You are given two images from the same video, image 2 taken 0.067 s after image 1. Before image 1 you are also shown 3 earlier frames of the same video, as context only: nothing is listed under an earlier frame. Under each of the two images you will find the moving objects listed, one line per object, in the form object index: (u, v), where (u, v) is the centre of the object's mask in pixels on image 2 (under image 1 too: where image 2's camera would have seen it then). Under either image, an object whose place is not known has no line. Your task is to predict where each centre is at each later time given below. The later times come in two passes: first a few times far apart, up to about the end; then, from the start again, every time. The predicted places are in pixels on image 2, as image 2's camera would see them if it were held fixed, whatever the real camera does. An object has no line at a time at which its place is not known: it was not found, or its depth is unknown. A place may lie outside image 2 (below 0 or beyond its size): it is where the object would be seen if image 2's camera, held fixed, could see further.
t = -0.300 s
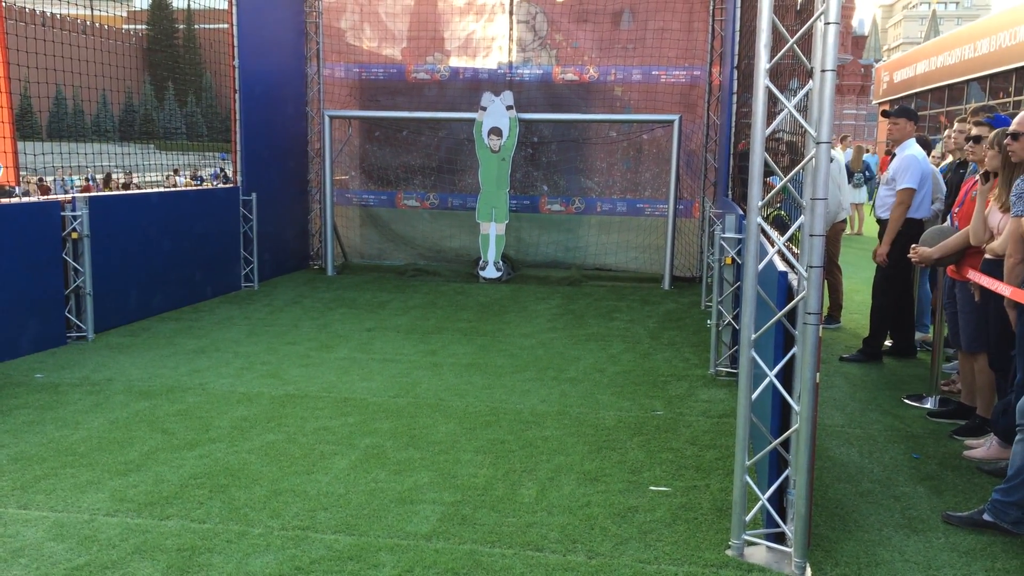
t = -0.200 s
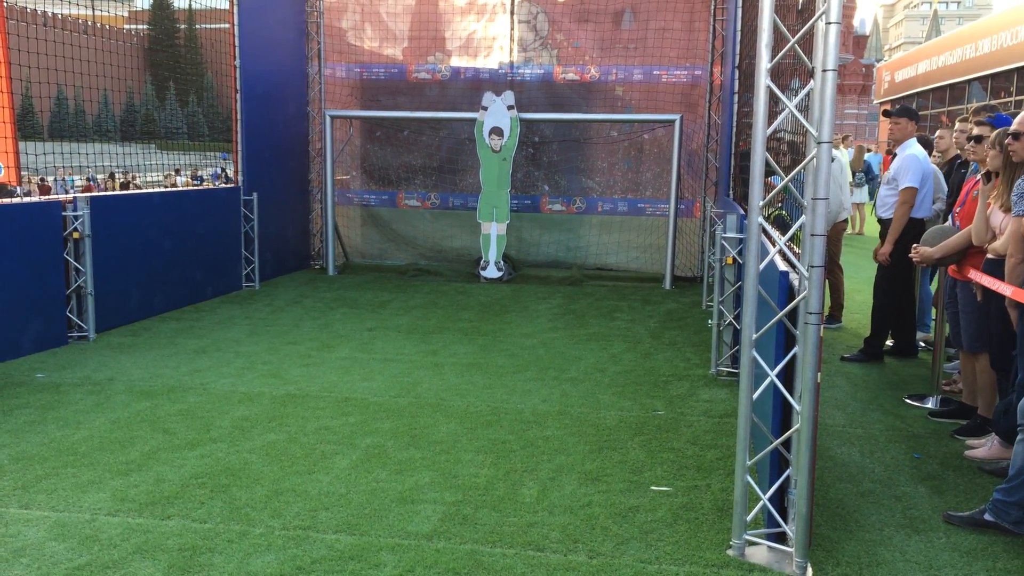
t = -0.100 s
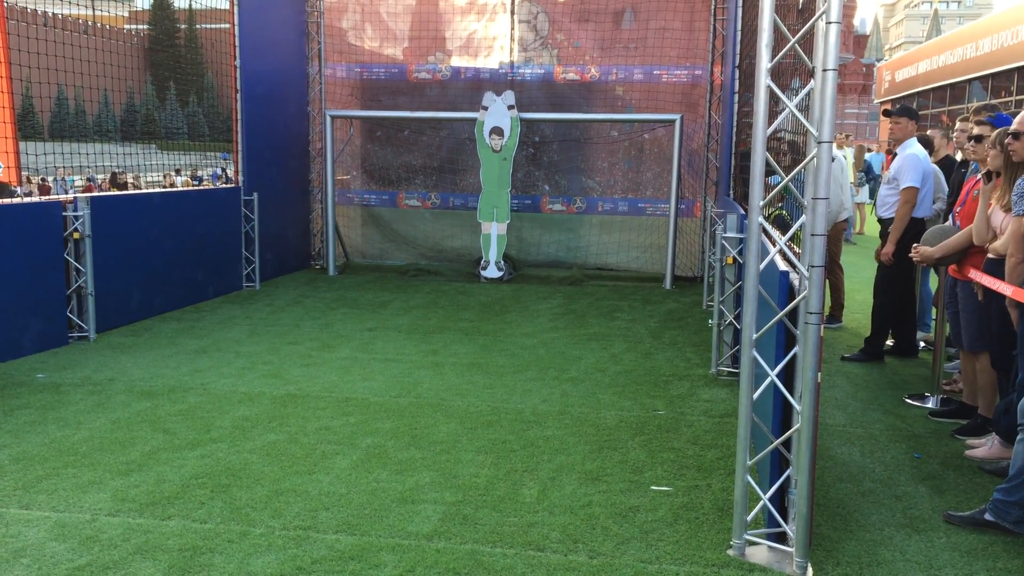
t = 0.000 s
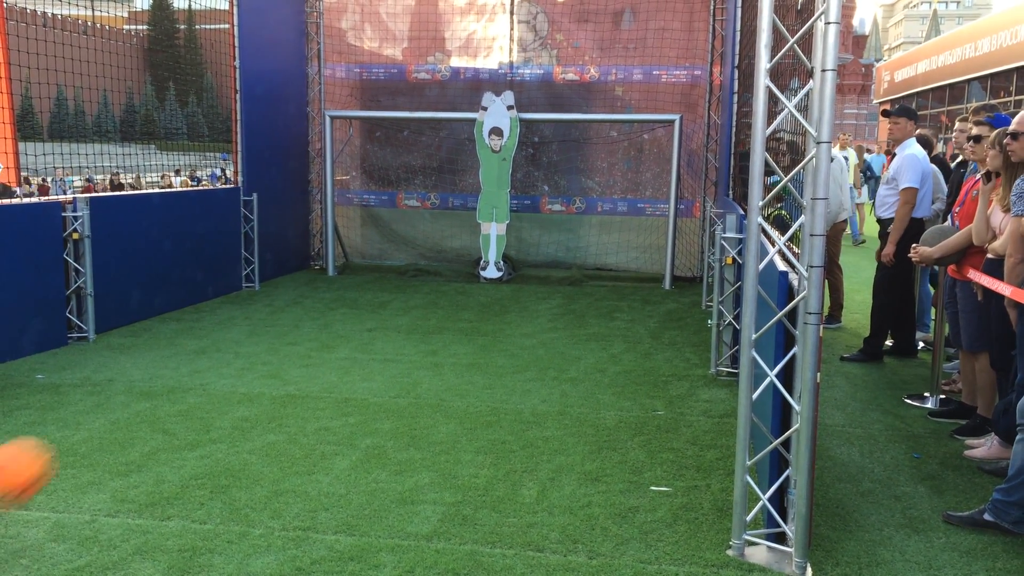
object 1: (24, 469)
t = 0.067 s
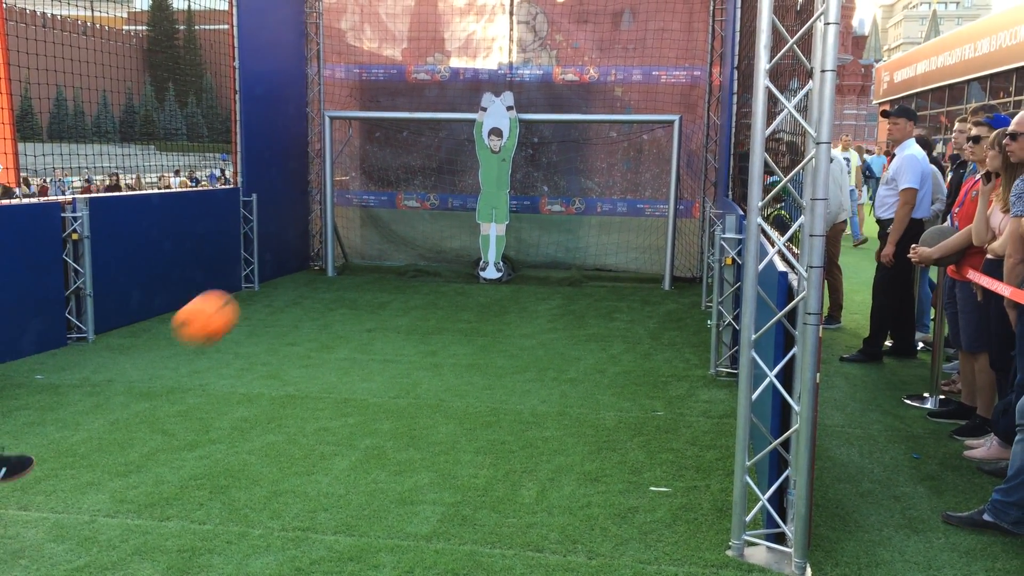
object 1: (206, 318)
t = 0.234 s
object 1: (456, 124)
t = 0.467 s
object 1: (598, 29)
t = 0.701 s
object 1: (645, 15)
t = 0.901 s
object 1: (664, 45)
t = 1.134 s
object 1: (686, 132)
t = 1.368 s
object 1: (702, 276)
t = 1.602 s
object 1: (690, 224)
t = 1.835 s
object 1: (672, 193)
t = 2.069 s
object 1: (650, 216)
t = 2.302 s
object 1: (627, 295)
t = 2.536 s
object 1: (614, 258)
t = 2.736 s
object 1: (601, 265)
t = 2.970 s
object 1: (581, 298)
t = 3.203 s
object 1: (562, 299)
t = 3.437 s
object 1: (543, 307)
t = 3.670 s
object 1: (523, 317)
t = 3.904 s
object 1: (505, 321)
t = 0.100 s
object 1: (277, 263)
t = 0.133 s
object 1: (333, 218)
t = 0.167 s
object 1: (382, 180)
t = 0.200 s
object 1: (421, 150)
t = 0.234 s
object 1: (456, 124)
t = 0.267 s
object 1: (485, 102)
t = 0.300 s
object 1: (511, 84)
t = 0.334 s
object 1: (533, 69)
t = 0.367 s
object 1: (553, 56)
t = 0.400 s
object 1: (569, 46)
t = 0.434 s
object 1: (585, 36)
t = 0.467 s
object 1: (598, 29)
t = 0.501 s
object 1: (610, 22)
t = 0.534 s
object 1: (621, 18)
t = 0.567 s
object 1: (629, 14)
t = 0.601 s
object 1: (635, 13)
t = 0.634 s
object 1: (639, 13)
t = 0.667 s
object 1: (642, 13)
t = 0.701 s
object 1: (645, 15)
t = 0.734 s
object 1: (648, 18)
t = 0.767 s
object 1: (652, 21)
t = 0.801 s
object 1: (655, 25)
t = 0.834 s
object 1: (658, 31)
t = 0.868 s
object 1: (661, 37)
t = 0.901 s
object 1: (664, 45)
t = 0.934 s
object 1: (668, 54)
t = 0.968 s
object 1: (671, 64)
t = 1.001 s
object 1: (674, 76)
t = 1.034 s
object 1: (677, 88)
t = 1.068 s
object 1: (681, 101)
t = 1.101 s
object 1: (683, 116)
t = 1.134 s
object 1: (686, 132)
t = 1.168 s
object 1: (689, 149)
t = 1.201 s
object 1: (692, 167)
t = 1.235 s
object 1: (694, 186)
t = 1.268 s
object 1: (697, 207)
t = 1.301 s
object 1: (698, 229)
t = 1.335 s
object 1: (699, 252)
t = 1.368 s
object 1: (702, 276)
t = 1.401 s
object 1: (699, 290)
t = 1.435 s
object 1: (698, 277)
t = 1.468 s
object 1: (697, 265)
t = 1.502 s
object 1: (696, 253)
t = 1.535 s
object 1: (695, 243)
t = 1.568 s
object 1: (693, 233)
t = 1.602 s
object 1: (690, 224)
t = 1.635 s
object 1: (688, 217)
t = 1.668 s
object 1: (686, 210)
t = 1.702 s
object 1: (683, 205)
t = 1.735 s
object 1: (680, 200)
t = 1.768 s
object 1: (677, 197)
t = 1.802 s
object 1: (675, 195)
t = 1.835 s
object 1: (672, 193)
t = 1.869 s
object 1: (669, 193)
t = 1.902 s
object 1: (666, 194)
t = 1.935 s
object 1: (663, 196)
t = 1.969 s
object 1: (659, 199)
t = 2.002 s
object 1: (656, 204)
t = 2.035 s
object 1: (653, 210)
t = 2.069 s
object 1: (650, 216)
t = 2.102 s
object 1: (647, 224)
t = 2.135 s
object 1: (643, 233)
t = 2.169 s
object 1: (640, 243)
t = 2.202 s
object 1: (637, 255)
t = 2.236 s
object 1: (633, 267)
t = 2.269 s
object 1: (630, 280)
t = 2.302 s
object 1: (627, 295)
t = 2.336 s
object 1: (625, 292)
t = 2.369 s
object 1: (623, 283)
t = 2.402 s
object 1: (622, 276)
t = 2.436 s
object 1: (619, 270)
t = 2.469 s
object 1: (617, 265)
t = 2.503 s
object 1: (616, 261)
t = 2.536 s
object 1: (614, 258)
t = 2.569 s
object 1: (611, 257)
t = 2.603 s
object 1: (609, 257)
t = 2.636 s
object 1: (607, 257)
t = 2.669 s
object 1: (605, 258)
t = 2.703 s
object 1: (603, 261)
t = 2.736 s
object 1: (601, 265)
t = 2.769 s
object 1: (598, 270)
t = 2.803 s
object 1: (595, 277)
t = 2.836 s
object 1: (592, 284)
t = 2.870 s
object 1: (589, 293)
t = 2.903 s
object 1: (587, 304)
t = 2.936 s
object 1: (584, 303)
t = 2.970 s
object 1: (581, 298)
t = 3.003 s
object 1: (579, 294)
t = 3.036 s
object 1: (576, 292)
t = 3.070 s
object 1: (573, 291)
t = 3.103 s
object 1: (570, 291)
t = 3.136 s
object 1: (568, 292)
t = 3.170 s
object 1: (565, 295)
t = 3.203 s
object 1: (562, 299)
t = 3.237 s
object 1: (559, 304)
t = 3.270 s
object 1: (556, 311)
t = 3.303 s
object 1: (553, 311)
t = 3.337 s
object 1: (550, 308)
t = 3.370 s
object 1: (548, 306)
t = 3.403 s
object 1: (546, 306)
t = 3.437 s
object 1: (543, 307)
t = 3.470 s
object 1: (540, 309)
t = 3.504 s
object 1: (537, 312)
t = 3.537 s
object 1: (534, 317)
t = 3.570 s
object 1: (532, 315)
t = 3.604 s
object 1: (529, 315)
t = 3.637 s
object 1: (526, 316)
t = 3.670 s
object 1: (523, 317)
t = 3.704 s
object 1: (520, 319)
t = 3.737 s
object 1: (518, 318)
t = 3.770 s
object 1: (515, 319)
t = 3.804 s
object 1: (513, 320)
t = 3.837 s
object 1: (510, 320)
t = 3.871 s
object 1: (507, 321)
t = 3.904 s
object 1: (505, 321)
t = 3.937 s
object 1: (503, 322)
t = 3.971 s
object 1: (500, 322)
